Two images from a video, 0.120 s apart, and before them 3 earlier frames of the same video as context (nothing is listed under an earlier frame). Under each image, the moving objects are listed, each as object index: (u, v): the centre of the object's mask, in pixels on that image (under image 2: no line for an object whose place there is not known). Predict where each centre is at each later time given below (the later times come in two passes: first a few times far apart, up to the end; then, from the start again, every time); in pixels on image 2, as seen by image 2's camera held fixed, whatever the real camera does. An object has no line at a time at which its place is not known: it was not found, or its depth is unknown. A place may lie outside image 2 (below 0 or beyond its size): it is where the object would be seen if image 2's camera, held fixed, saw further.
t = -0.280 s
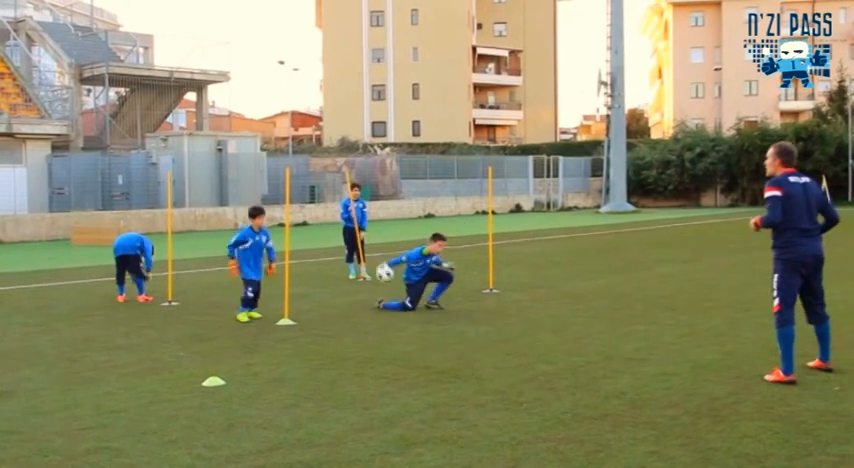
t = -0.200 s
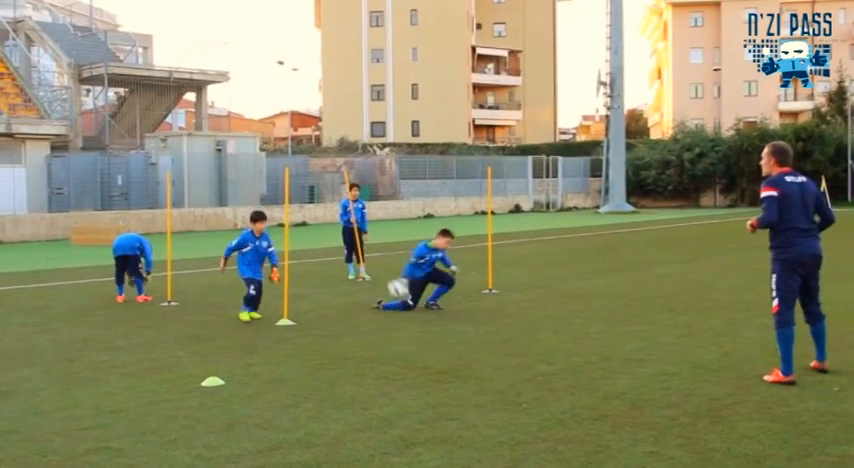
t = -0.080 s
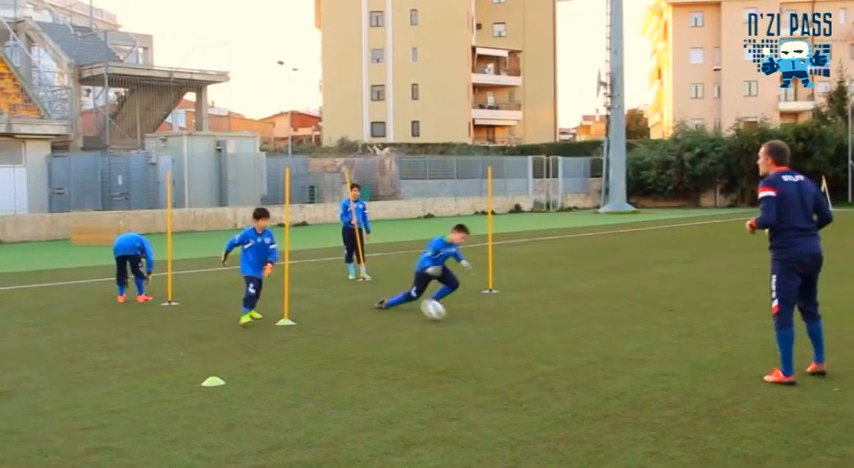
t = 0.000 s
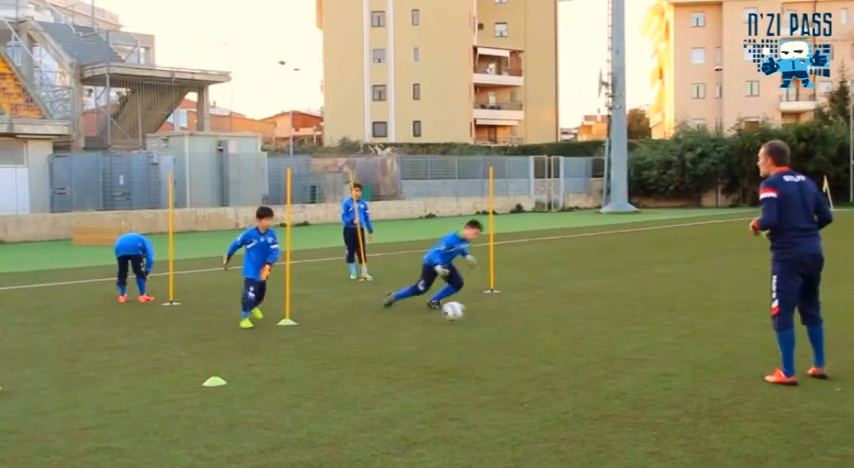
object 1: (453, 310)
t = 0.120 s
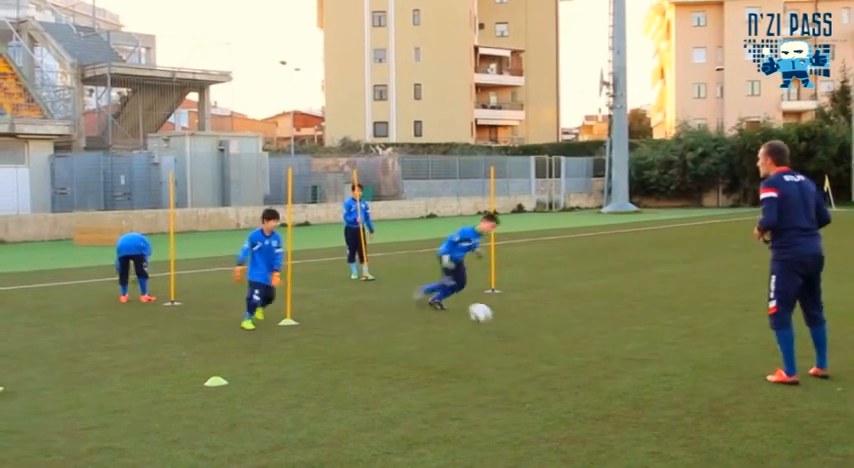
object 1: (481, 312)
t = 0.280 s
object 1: (516, 326)
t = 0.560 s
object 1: (580, 343)
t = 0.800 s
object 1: (645, 362)
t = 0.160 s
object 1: (489, 317)
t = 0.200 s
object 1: (499, 322)
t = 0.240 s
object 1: (508, 327)
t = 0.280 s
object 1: (516, 326)
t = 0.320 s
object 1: (524, 325)
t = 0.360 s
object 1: (533, 327)
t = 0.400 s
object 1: (542, 331)
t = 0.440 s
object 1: (551, 337)
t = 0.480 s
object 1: (560, 340)
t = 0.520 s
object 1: (571, 341)
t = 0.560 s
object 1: (580, 343)
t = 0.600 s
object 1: (591, 348)
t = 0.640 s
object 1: (601, 351)
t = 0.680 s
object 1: (612, 353)
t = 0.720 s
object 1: (622, 356)
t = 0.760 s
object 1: (634, 359)
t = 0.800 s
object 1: (645, 362)
